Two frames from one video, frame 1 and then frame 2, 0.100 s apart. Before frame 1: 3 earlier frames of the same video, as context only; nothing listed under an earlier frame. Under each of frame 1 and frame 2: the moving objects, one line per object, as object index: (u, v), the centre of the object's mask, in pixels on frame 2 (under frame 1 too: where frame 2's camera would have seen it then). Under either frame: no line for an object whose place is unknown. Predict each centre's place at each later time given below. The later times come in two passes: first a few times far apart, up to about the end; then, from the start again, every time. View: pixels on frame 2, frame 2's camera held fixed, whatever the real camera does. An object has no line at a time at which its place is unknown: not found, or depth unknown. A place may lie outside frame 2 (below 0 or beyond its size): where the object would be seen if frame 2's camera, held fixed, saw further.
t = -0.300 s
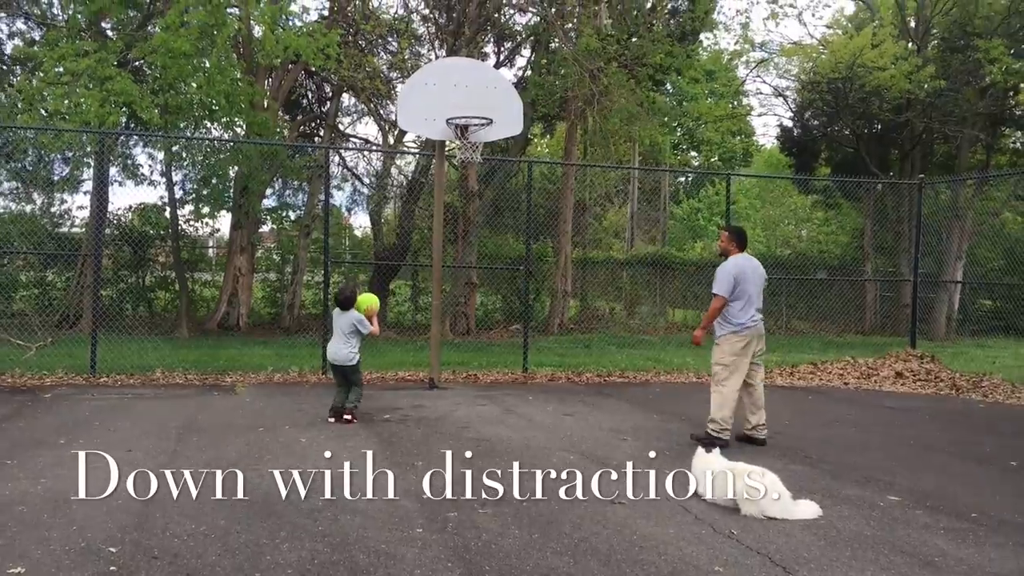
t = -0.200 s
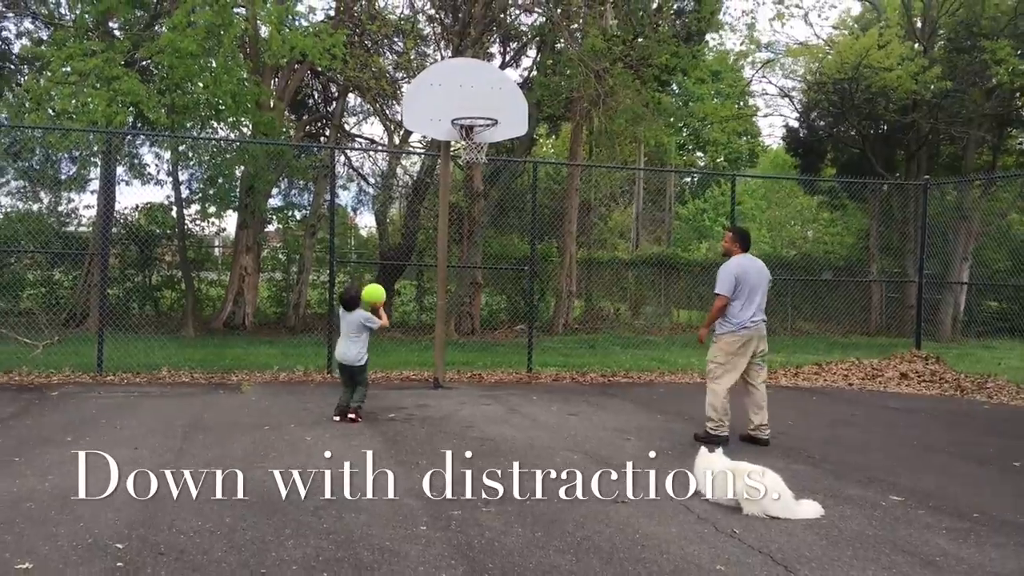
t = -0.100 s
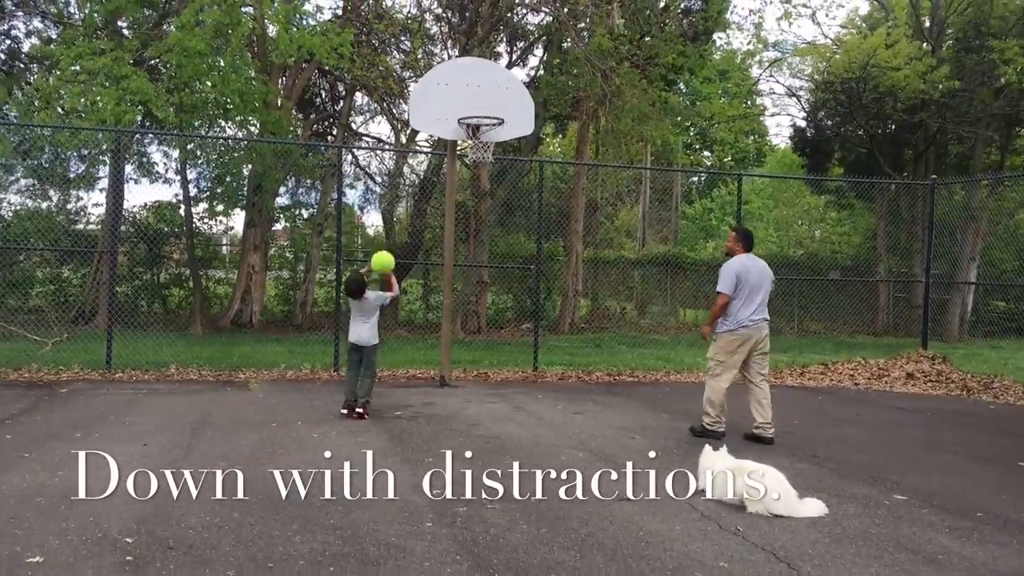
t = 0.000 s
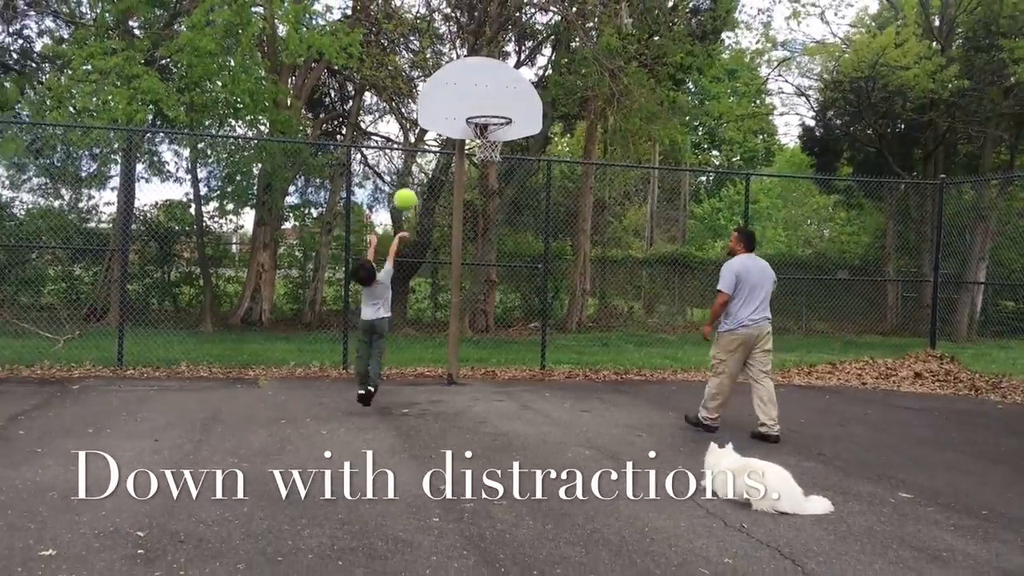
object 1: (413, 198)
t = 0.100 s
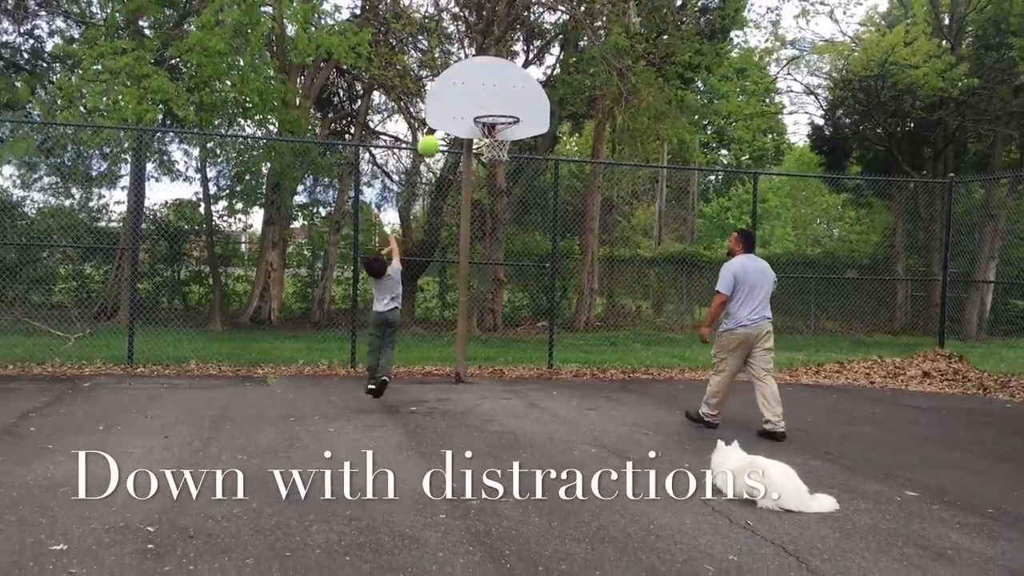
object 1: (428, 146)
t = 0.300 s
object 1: (457, 79)
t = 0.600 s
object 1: (494, 58)
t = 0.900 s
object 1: (524, 104)
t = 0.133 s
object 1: (433, 132)
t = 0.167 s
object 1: (439, 119)
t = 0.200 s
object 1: (443, 107)
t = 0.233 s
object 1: (448, 96)
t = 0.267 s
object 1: (452, 87)
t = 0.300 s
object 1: (457, 79)
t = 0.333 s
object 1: (461, 72)
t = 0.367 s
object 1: (466, 67)
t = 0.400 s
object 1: (470, 62)
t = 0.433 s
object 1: (474, 58)
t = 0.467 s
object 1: (479, 56)
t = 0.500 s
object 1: (483, 55)
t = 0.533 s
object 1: (487, 54)
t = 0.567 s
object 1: (490, 55)
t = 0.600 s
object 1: (494, 58)
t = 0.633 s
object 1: (498, 59)
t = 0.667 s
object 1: (502, 60)
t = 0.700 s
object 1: (505, 63)
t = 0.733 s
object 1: (508, 67)
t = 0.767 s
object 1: (512, 73)
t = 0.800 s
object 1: (515, 79)
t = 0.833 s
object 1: (518, 86)
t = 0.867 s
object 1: (521, 94)
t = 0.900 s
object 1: (524, 104)
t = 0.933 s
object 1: (529, 114)
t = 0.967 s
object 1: (531, 125)
